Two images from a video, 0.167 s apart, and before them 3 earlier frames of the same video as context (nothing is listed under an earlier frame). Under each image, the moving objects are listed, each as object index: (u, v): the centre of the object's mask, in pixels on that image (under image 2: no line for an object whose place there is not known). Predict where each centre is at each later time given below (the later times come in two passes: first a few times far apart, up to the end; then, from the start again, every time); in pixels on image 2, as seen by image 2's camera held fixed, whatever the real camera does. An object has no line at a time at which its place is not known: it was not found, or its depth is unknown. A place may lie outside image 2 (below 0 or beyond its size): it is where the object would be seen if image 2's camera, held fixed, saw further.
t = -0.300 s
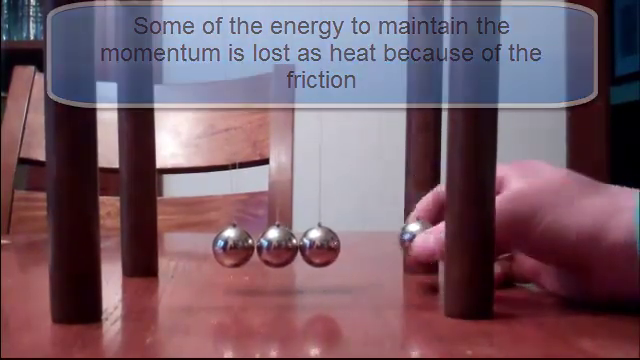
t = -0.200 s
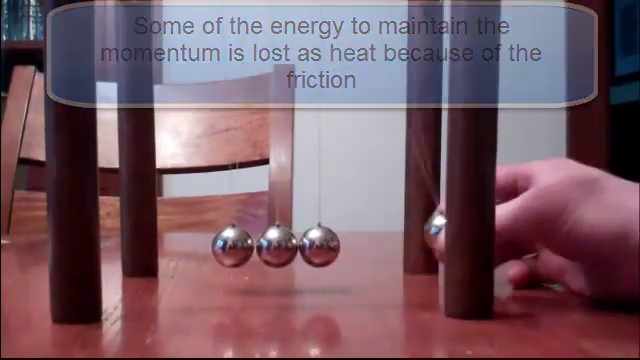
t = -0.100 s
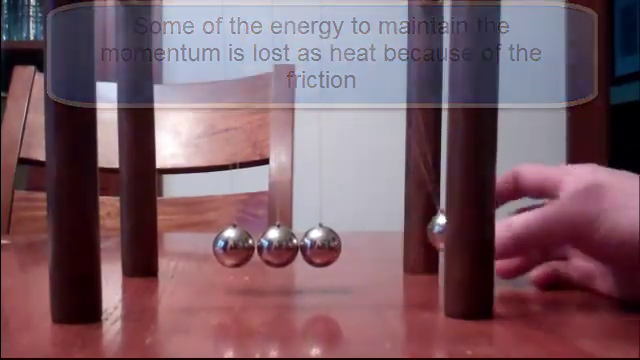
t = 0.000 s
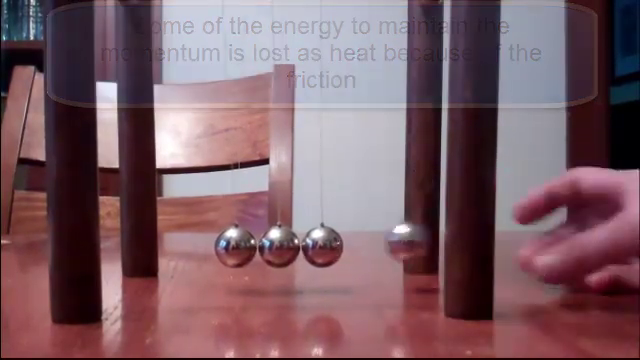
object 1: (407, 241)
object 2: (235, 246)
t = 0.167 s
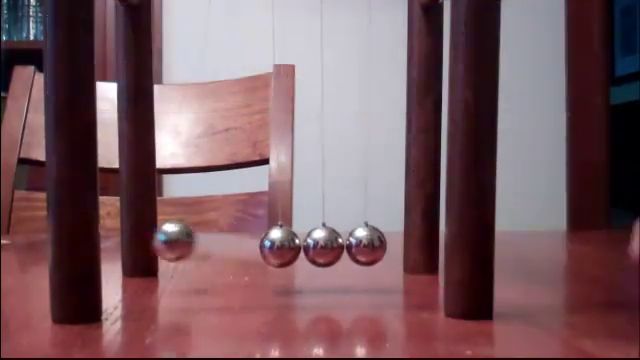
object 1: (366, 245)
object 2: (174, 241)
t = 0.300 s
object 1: (366, 245)
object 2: (148, 234)
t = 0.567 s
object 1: (416, 240)
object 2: (234, 246)
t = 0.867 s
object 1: (386, 244)
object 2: (235, 246)
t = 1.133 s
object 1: (365, 245)
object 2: (150, 234)
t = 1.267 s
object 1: (365, 245)
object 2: (201, 245)
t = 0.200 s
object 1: (366, 245)
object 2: (159, 237)
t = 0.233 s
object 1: (366, 245)
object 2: (150, 234)
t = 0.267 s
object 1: (366, 245)
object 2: (147, 233)
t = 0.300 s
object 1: (366, 245)
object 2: (148, 234)
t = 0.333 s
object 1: (366, 245)
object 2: (154, 235)
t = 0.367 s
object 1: (365, 245)
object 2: (165, 238)
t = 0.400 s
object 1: (365, 245)
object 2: (181, 242)
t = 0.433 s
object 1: (365, 245)
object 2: (201, 244)
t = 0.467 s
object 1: (364, 245)
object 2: (224, 246)
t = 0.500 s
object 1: (374, 244)
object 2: (234, 246)
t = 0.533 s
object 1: (394, 243)
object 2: (234, 246)
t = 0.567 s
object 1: (416, 240)
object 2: (234, 246)
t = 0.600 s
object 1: (427, 237)
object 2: (234, 246)
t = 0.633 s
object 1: (434, 232)
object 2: (234, 246)
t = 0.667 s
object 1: (438, 230)
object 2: (234, 246)
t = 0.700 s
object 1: (439, 230)
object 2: (234, 246)
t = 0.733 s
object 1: (437, 231)
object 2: (234, 246)
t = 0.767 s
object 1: (432, 234)
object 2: (234, 246)
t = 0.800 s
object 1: (424, 238)
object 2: (235, 246)
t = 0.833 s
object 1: (407, 243)
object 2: (235, 246)
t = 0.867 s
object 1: (386, 244)
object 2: (235, 246)
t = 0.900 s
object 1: (365, 245)
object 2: (235, 246)
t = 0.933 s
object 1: (364, 245)
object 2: (215, 246)
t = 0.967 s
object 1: (364, 245)
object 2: (195, 244)
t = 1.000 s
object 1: (365, 245)
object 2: (176, 241)
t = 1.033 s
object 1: (365, 245)
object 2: (162, 237)
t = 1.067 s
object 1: (365, 245)
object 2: (153, 235)
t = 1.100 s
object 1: (365, 245)
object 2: (149, 234)
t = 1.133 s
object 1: (365, 245)
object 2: (150, 234)
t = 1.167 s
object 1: (365, 245)
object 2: (155, 236)
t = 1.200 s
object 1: (365, 245)
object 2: (166, 239)
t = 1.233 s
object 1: (365, 245)
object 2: (182, 242)
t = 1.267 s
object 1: (365, 245)
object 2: (201, 245)
